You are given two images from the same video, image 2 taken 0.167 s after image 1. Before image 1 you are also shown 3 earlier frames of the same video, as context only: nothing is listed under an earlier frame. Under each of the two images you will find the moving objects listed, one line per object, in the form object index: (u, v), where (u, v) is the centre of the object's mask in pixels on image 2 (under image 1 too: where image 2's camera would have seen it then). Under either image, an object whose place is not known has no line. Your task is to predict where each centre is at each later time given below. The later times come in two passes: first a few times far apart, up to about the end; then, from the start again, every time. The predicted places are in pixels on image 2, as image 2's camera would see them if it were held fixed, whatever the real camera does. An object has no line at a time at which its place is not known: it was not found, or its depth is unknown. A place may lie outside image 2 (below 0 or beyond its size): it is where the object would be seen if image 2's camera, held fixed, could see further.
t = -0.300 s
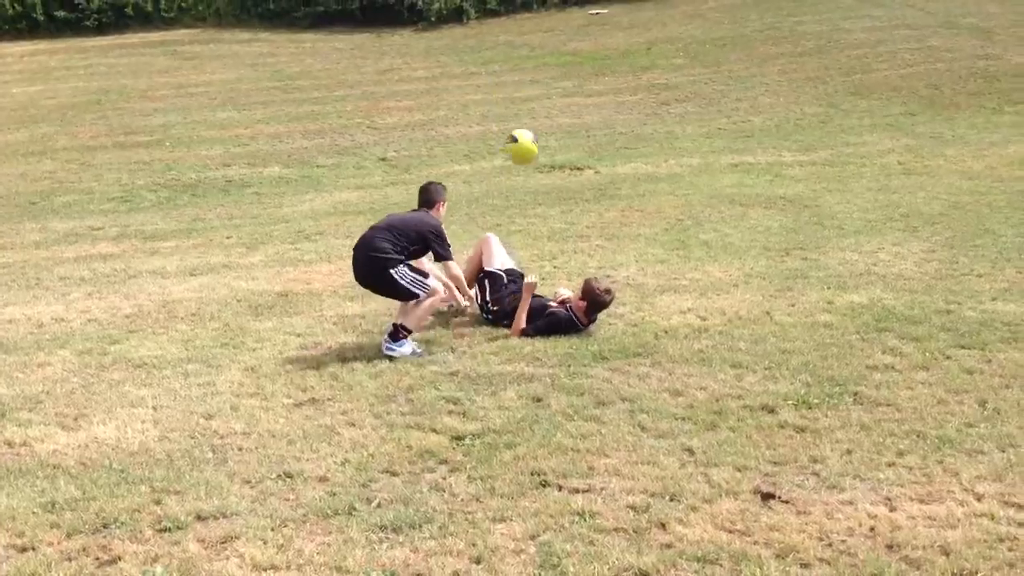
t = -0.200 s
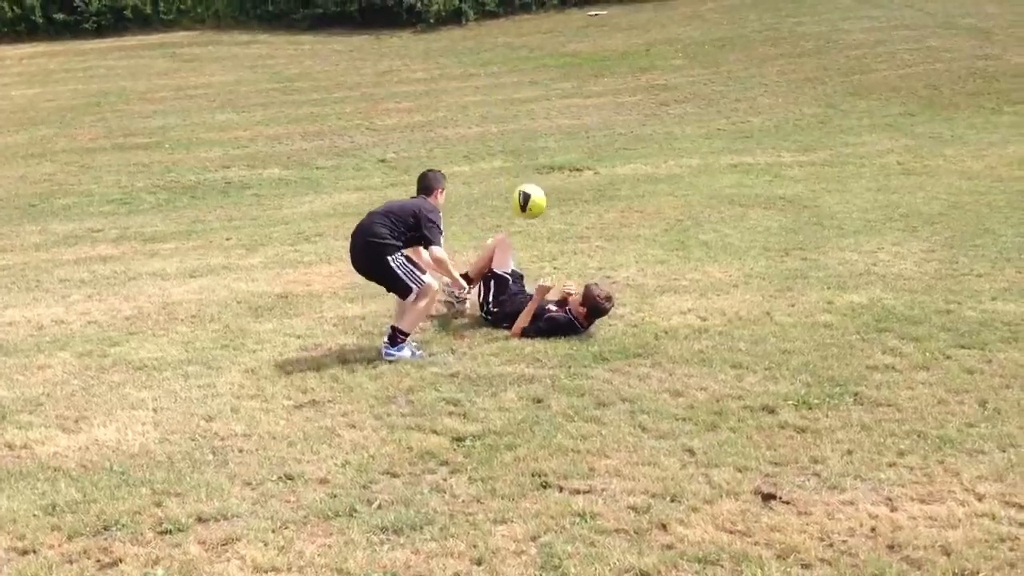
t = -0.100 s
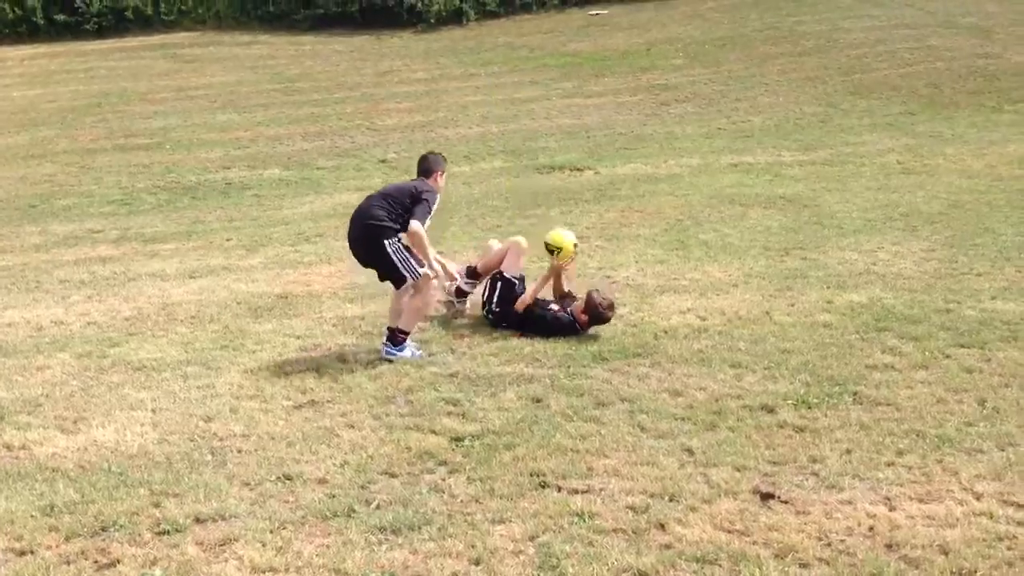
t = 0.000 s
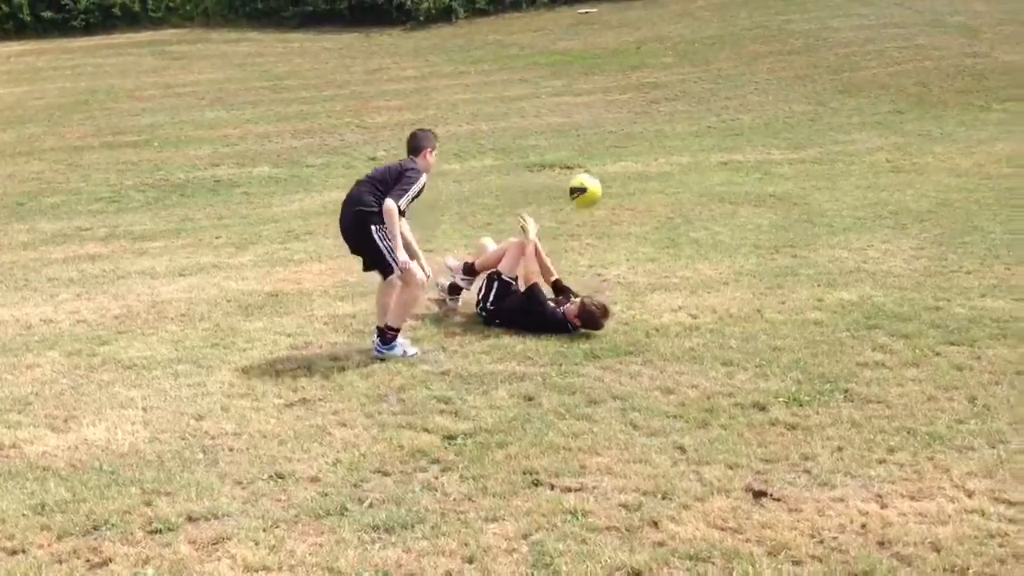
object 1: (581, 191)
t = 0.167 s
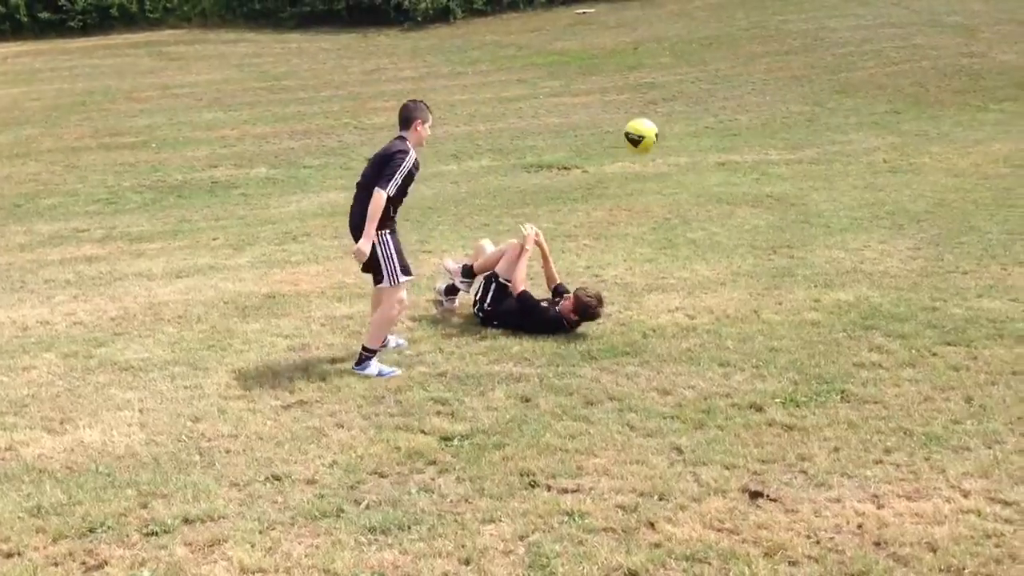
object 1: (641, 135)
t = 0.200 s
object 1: (653, 129)
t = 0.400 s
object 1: (728, 128)
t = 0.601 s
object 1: (805, 190)
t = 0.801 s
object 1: (881, 306)
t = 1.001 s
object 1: (971, 226)
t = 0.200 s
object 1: (653, 129)
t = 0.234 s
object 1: (664, 124)
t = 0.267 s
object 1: (676, 122)
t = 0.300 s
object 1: (688, 120)
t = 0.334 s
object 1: (701, 119)
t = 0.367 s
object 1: (714, 123)
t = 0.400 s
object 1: (728, 128)
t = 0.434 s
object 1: (741, 133)
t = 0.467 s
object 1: (753, 142)
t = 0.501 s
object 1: (765, 151)
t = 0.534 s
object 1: (778, 162)
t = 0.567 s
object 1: (791, 175)
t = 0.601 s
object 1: (805, 190)
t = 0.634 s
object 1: (817, 208)
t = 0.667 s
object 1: (829, 227)
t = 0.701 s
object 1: (841, 248)
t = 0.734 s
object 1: (855, 270)
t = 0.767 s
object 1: (867, 294)
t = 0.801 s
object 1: (881, 306)
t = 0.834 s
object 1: (896, 289)
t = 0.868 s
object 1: (911, 273)
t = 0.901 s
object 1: (924, 259)
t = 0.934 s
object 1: (940, 248)
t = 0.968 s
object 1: (954, 235)
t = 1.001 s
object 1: (971, 226)
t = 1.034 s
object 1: (990, 219)
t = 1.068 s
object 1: (1006, 213)
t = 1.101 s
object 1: (1022, 206)
